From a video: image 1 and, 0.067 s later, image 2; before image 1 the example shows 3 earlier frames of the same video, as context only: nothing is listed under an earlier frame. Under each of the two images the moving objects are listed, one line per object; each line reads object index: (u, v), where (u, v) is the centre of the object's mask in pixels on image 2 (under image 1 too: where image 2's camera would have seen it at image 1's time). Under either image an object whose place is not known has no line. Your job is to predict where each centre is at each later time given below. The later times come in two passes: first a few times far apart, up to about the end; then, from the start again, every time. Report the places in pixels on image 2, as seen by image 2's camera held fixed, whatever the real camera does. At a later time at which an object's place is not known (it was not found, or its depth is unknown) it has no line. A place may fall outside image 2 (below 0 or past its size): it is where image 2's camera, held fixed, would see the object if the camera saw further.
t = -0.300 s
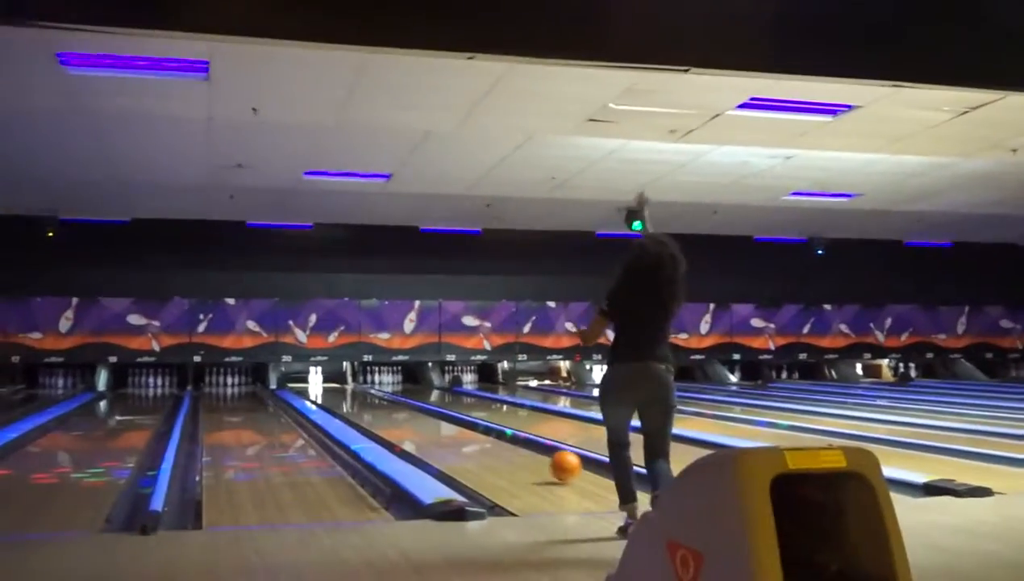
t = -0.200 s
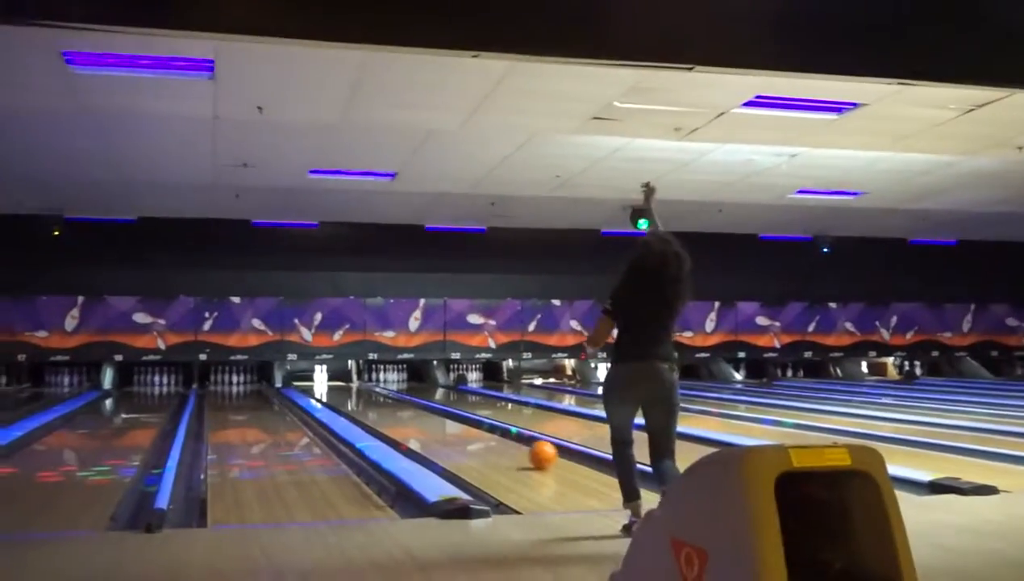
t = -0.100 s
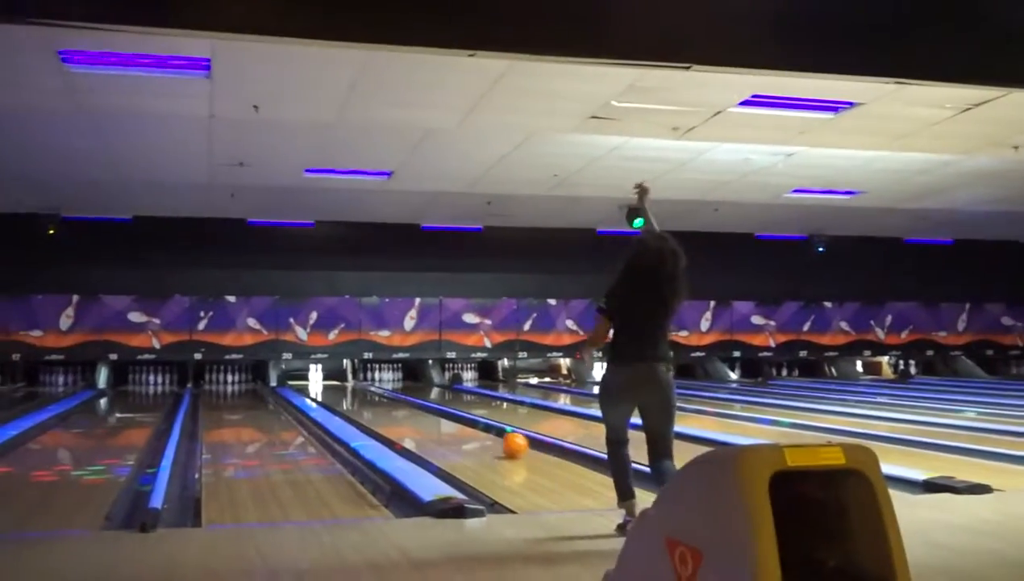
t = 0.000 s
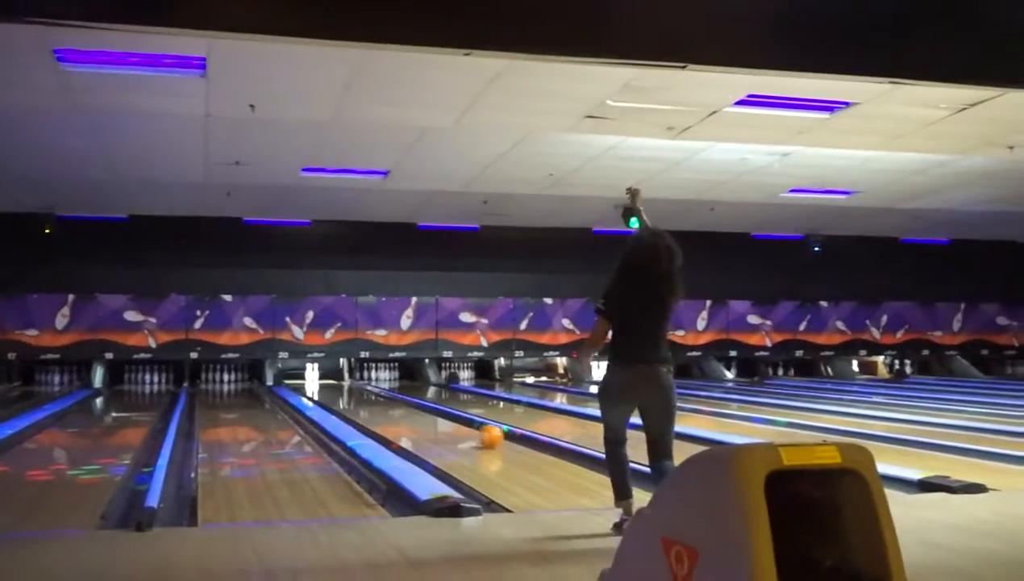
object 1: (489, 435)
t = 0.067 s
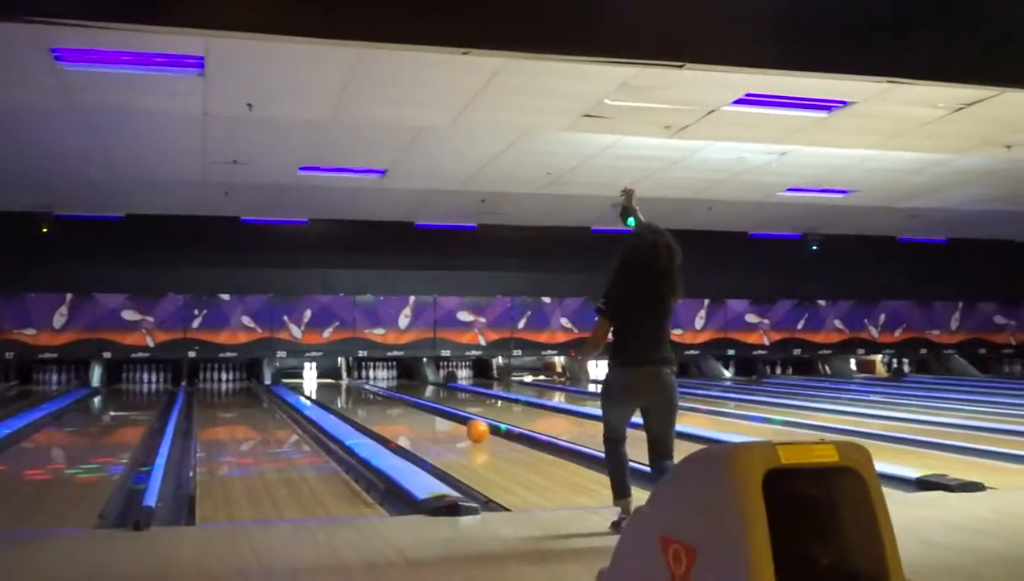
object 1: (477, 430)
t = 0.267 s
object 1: (448, 420)
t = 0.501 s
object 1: (421, 410)
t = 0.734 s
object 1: (400, 402)
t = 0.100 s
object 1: (471, 428)
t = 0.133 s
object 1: (466, 426)
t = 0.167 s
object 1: (462, 425)
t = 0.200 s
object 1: (457, 423)
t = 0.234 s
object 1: (452, 421)
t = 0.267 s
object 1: (448, 420)
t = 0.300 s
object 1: (444, 418)
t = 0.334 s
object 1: (439, 417)
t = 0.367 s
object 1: (436, 416)
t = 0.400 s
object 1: (432, 414)
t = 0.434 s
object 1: (428, 413)
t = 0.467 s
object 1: (425, 412)
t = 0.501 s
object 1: (421, 410)
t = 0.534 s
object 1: (418, 409)
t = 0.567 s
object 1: (415, 408)
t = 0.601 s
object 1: (411, 406)
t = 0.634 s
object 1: (409, 406)
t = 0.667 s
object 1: (406, 405)
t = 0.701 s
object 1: (403, 403)
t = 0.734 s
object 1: (400, 402)
